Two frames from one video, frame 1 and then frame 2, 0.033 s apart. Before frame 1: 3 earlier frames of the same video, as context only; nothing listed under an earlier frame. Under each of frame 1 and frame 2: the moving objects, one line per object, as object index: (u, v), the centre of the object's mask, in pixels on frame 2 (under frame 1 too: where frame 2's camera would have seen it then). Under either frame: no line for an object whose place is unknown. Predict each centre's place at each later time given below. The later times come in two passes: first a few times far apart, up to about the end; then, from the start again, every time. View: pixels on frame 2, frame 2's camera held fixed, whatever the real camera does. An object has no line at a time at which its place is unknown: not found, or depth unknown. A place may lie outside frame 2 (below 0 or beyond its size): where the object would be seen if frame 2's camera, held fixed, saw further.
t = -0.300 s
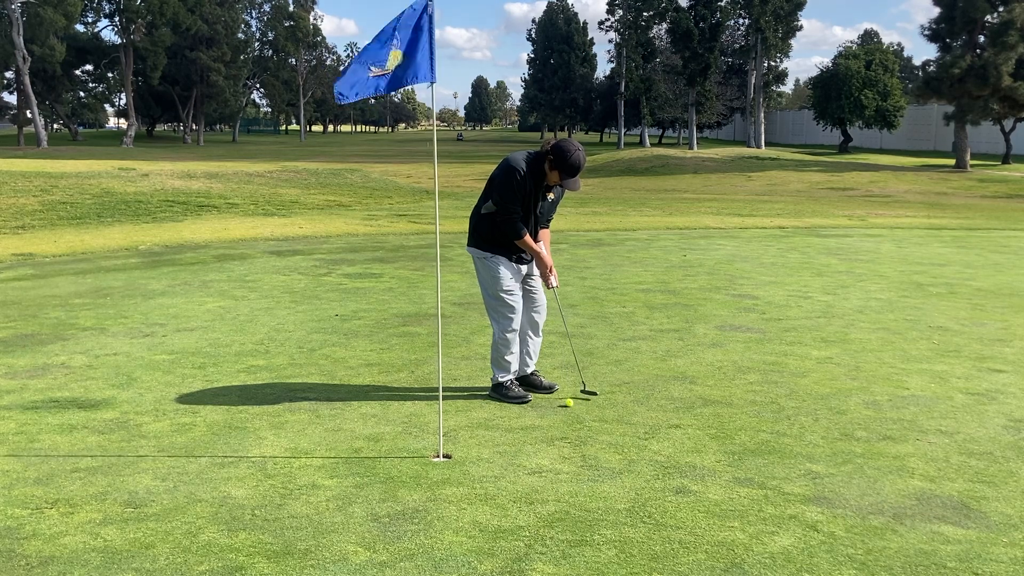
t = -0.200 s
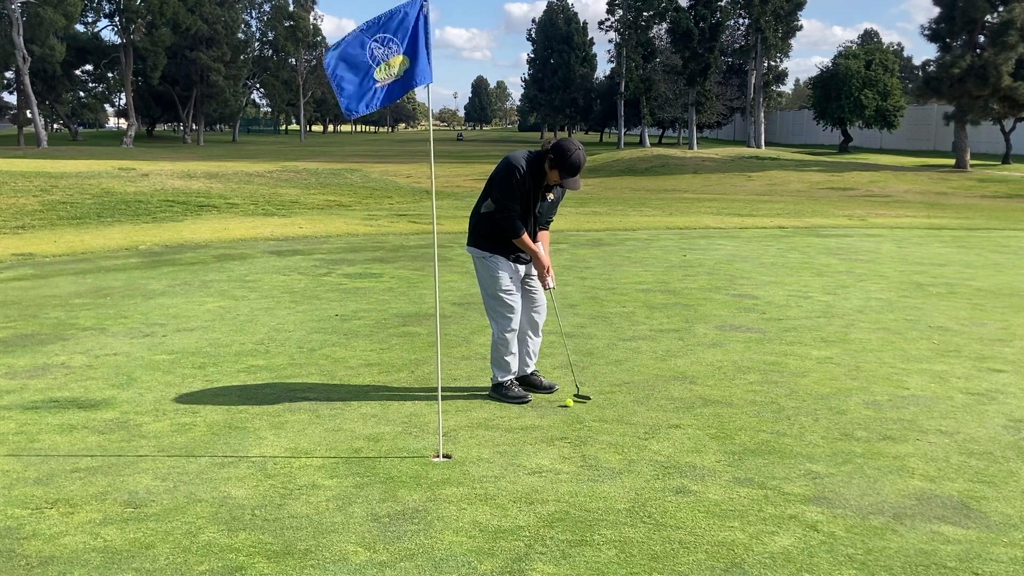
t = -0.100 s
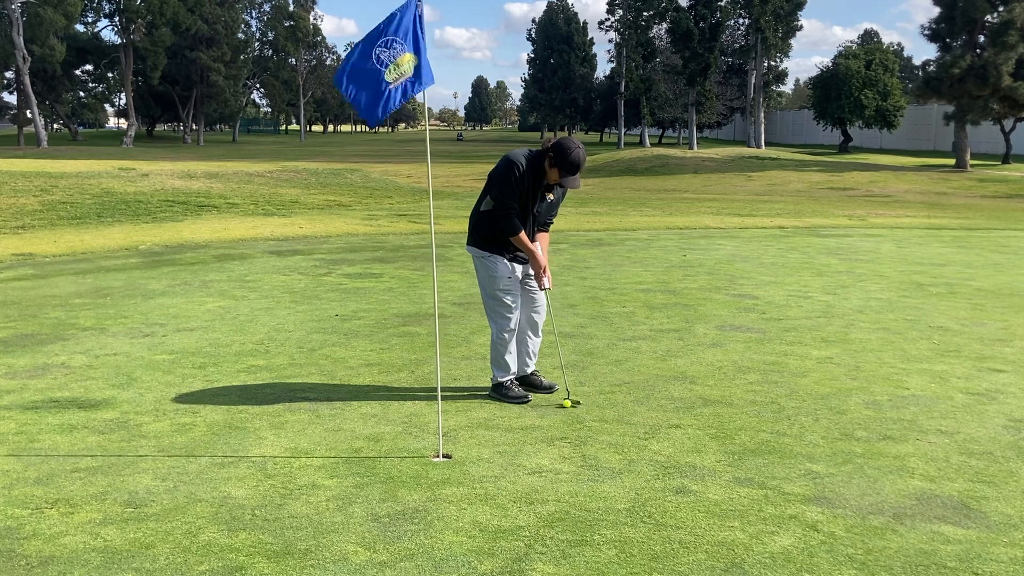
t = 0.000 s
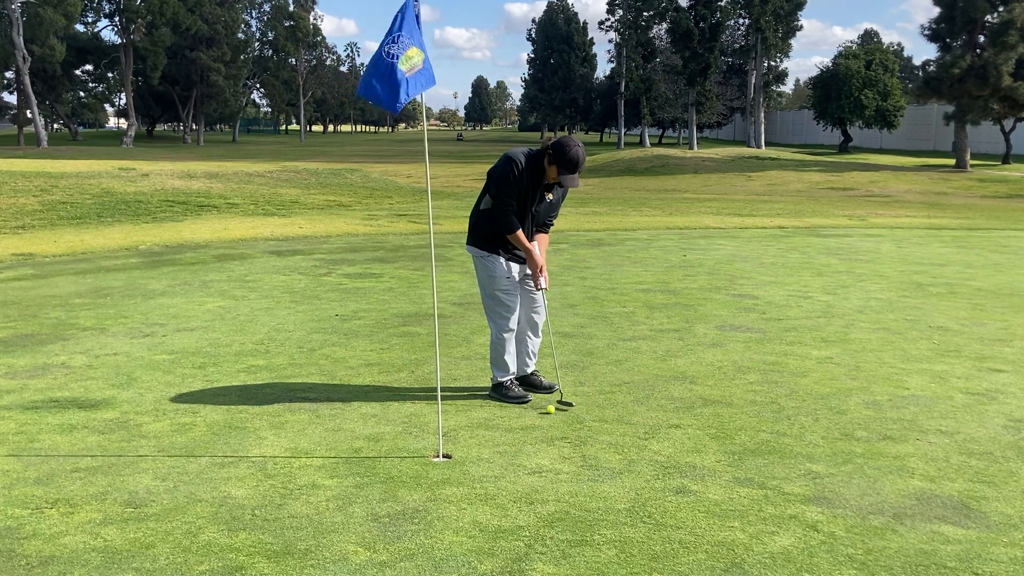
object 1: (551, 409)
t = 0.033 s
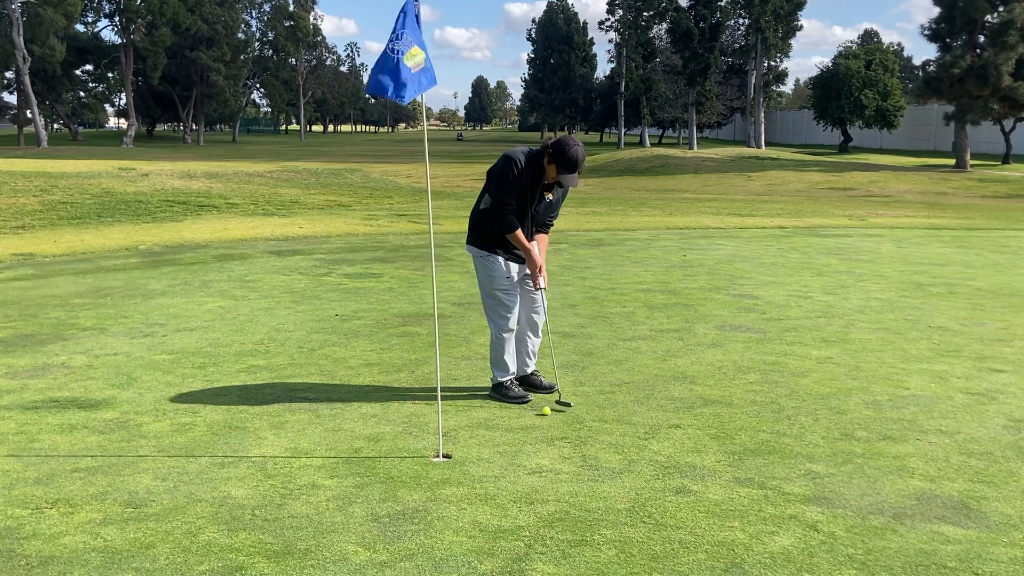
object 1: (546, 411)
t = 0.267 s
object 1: (516, 421)
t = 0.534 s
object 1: (484, 432)
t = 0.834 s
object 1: (451, 441)
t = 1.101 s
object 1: (426, 447)
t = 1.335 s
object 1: (412, 450)
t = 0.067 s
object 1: (542, 412)
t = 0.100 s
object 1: (537, 414)
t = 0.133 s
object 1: (534, 415)
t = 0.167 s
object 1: (529, 417)
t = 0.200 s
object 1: (525, 418)
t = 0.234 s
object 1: (521, 420)
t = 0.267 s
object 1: (516, 421)
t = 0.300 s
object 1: (513, 423)
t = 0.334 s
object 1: (508, 424)
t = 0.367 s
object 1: (504, 426)
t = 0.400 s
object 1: (500, 427)
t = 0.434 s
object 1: (496, 429)
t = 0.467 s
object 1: (492, 430)
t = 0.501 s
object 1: (488, 431)
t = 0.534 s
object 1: (484, 432)
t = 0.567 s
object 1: (480, 433)
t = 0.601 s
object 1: (476, 435)
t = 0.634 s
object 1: (472, 436)
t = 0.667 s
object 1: (469, 437)
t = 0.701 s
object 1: (466, 438)
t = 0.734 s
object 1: (462, 439)
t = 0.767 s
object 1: (458, 440)
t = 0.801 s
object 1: (455, 441)
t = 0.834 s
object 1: (451, 441)
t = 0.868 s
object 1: (447, 442)
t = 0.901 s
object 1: (445, 444)
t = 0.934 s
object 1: (443, 444)
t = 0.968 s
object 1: (435, 444)
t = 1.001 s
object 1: (434, 445)
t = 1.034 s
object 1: (432, 446)
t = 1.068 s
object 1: (428, 447)
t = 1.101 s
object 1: (426, 447)
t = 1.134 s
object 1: (423, 448)
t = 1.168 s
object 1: (422, 448)
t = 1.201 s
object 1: (419, 448)
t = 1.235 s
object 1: (416, 449)
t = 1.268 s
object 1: (415, 449)
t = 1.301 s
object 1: (413, 450)
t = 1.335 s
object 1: (412, 450)
